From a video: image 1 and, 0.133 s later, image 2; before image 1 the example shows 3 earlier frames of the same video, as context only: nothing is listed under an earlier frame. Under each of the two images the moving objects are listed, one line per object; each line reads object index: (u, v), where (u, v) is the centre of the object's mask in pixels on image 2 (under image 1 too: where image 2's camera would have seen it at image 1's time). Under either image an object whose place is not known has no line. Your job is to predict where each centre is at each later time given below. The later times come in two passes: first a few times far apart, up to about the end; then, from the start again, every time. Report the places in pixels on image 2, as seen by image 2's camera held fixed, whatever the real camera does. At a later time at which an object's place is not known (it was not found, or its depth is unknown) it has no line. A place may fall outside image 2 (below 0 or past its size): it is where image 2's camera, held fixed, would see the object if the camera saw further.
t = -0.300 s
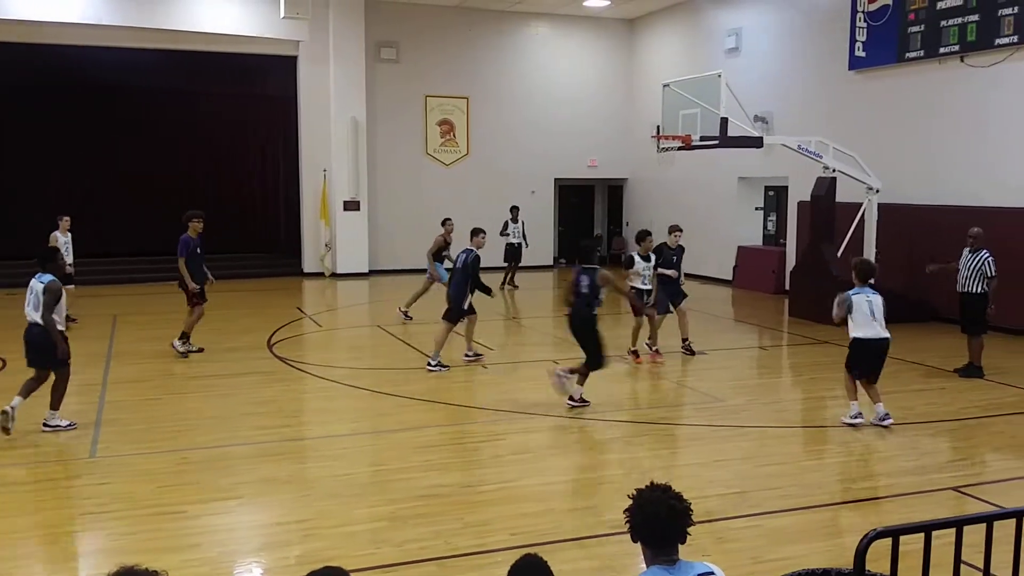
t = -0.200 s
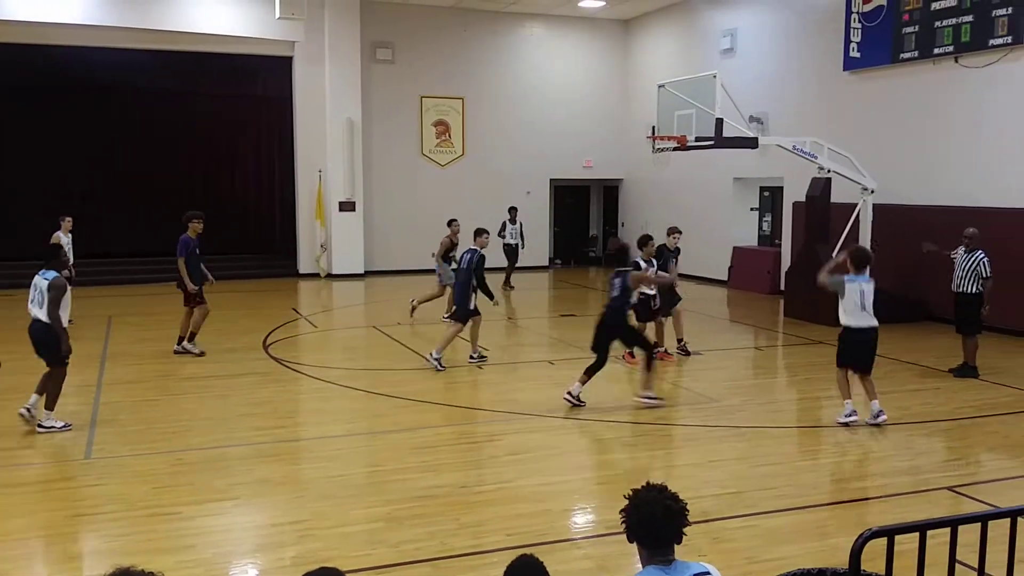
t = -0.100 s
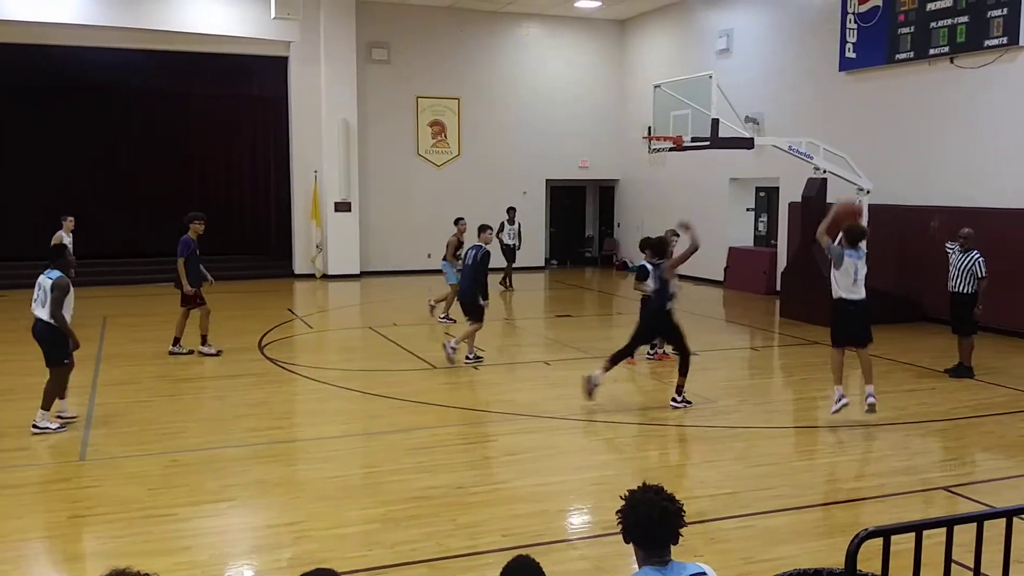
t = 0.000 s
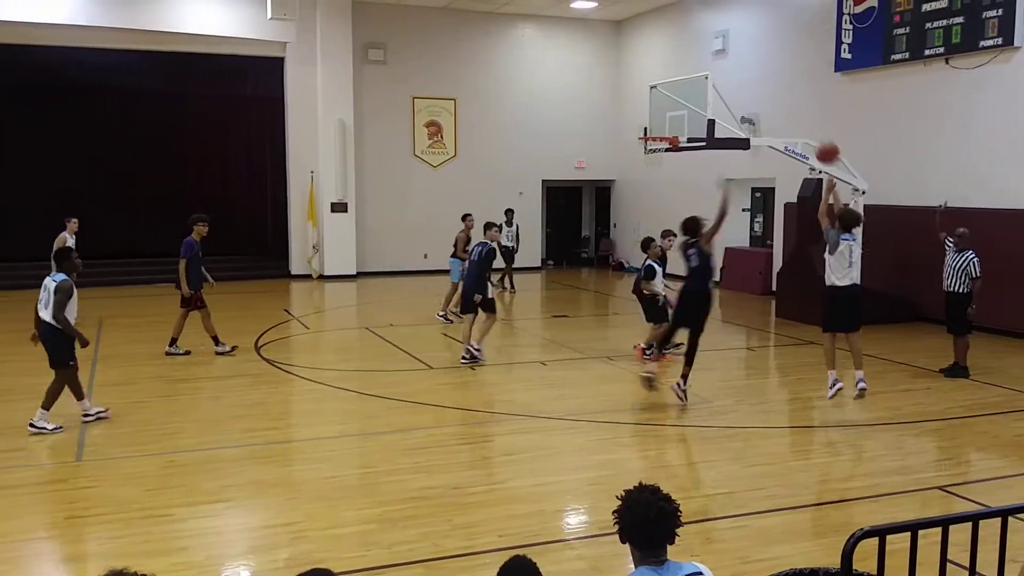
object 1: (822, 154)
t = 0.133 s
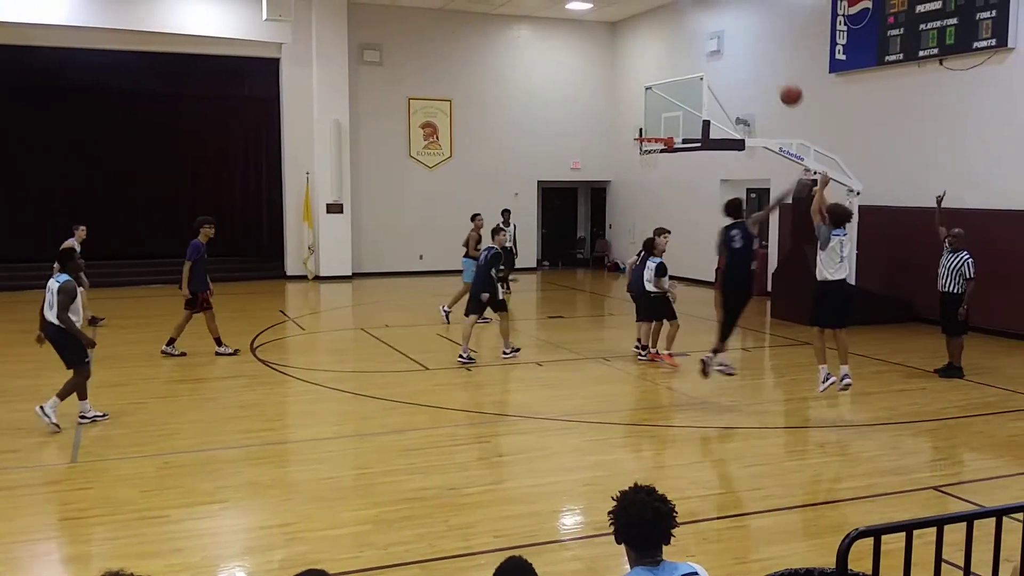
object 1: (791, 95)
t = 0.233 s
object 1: (770, 65)
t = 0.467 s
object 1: (726, 36)
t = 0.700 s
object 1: (689, 51)
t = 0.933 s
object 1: (657, 99)
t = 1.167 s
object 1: (641, 107)
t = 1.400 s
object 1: (638, 73)
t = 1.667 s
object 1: (633, 76)
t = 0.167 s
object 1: (783, 84)
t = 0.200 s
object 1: (776, 74)
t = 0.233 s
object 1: (770, 65)
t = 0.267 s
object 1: (763, 58)
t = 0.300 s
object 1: (756, 51)
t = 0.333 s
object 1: (750, 47)
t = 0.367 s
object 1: (744, 42)
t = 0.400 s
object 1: (738, 39)
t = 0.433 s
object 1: (732, 37)
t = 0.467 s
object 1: (726, 36)
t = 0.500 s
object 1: (720, 36)
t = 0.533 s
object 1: (715, 37)
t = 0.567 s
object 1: (709, 38)
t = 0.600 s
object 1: (704, 40)
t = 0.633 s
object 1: (699, 43)
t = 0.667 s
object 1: (694, 46)
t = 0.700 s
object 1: (689, 51)
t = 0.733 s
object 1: (685, 56)
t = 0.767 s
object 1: (680, 62)
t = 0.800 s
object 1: (675, 68)
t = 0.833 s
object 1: (671, 74)
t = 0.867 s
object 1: (666, 82)
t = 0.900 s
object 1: (662, 90)
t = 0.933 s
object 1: (657, 99)
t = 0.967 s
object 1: (653, 108)
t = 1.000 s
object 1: (649, 117)
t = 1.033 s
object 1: (645, 127)
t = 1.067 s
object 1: (642, 132)
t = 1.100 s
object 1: (642, 123)
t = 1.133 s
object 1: (642, 114)
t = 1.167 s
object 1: (641, 107)
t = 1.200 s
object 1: (640, 100)
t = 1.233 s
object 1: (640, 93)
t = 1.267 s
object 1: (640, 88)
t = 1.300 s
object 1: (639, 83)
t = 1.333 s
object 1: (639, 79)
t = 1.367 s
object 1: (638, 75)
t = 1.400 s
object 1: (638, 73)
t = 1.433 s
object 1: (637, 70)
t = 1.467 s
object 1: (637, 69)
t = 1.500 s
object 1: (636, 69)
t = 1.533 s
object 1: (635, 69)
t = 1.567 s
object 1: (635, 70)
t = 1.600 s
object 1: (634, 71)
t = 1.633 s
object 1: (633, 73)
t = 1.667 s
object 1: (633, 76)
